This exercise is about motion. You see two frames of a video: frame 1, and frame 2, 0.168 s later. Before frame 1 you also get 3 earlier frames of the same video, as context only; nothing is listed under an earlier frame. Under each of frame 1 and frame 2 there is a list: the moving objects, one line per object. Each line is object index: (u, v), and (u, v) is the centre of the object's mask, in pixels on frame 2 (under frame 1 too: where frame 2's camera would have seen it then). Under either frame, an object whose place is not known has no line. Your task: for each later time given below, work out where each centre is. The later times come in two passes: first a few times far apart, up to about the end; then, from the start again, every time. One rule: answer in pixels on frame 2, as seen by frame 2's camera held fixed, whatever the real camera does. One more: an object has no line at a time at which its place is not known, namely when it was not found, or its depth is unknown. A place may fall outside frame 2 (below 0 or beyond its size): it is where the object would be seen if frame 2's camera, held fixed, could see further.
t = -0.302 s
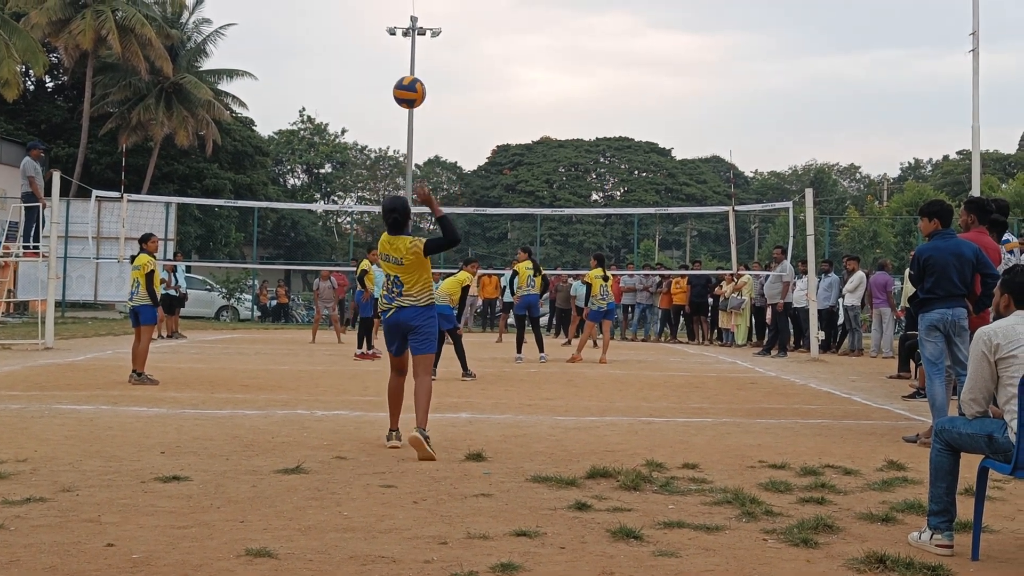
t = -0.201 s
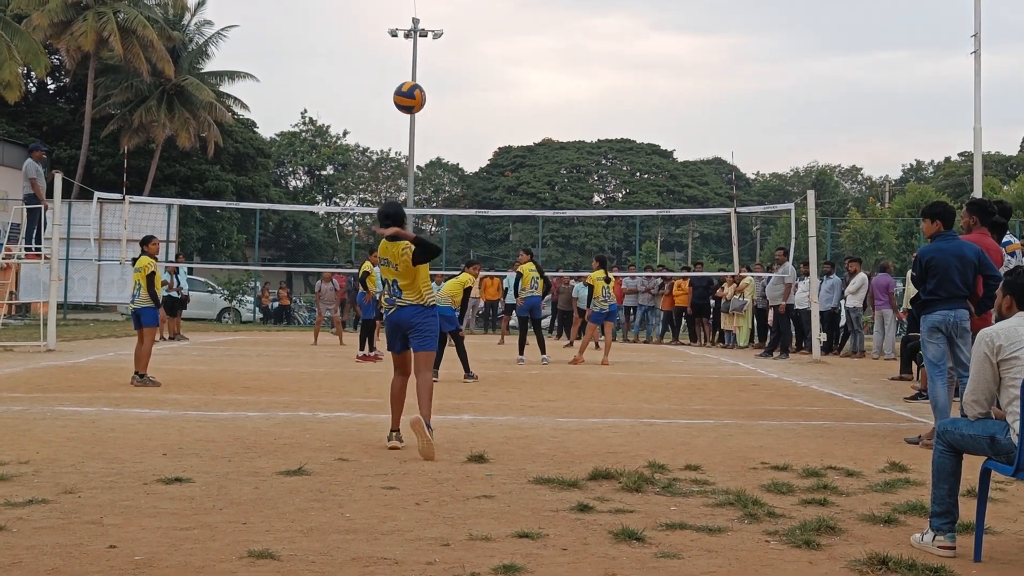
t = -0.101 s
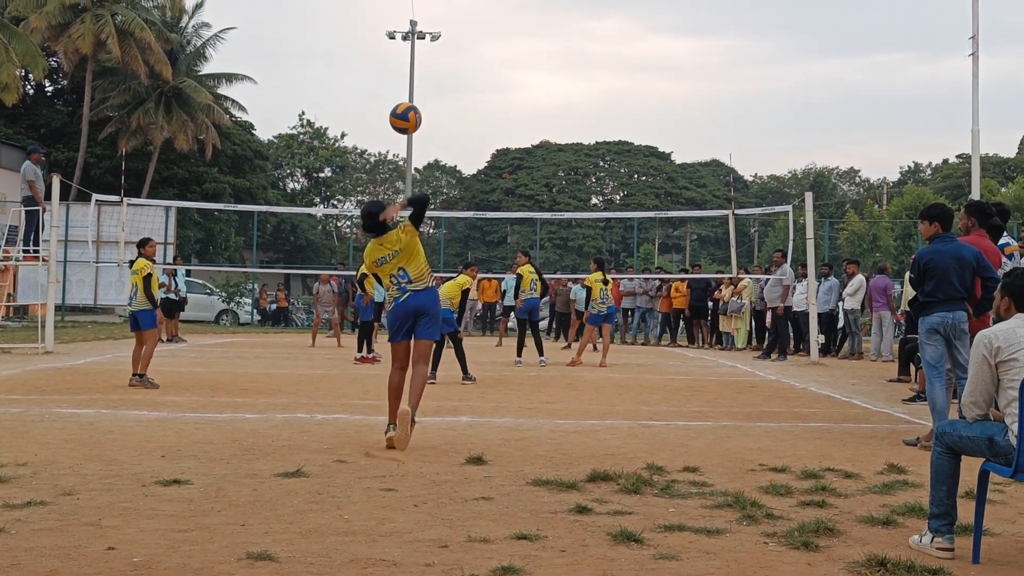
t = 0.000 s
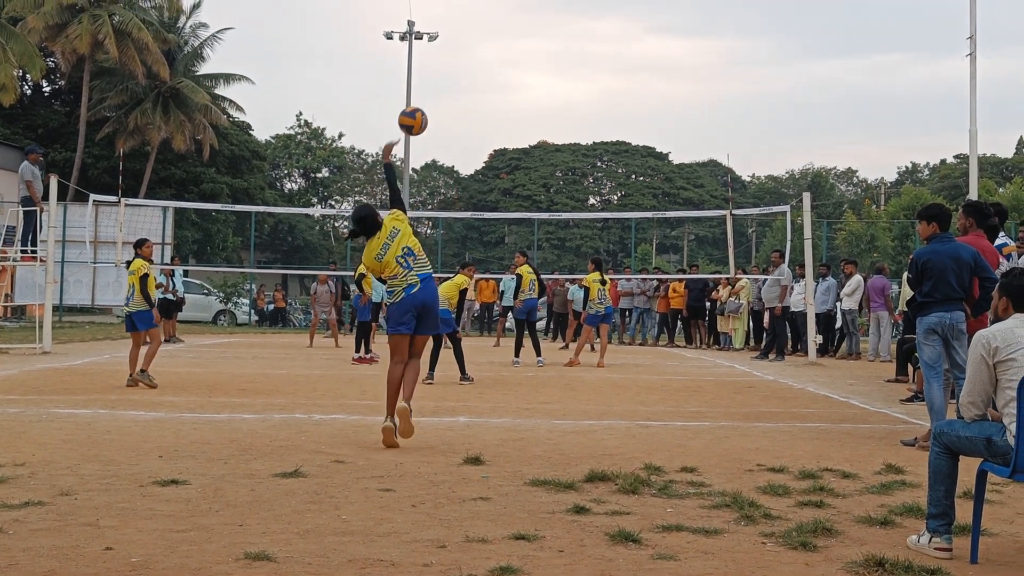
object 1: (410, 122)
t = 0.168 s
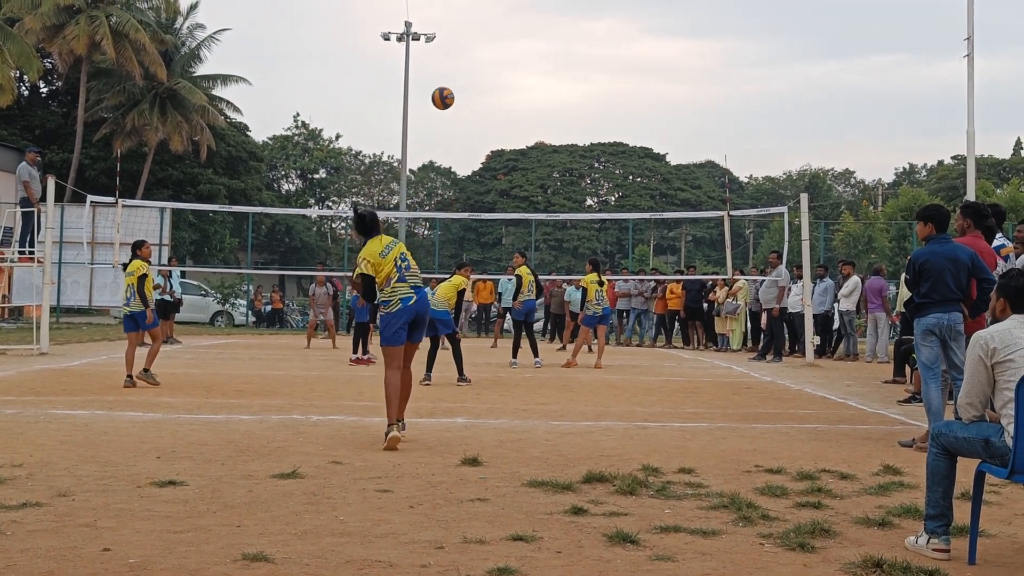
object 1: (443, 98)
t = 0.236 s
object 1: (453, 98)
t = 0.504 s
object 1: (484, 126)
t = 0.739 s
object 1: (498, 172)
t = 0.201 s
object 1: (448, 97)
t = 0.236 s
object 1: (453, 98)
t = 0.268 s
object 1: (458, 99)
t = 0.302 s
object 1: (462, 101)
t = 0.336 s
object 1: (467, 104)
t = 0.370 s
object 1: (471, 107)
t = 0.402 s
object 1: (474, 111)
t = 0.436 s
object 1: (478, 116)
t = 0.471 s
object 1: (481, 120)
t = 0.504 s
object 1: (484, 126)
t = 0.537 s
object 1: (487, 131)
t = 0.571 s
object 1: (490, 137)
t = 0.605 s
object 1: (493, 144)
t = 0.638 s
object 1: (495, 151)
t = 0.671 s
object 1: (497, 157)
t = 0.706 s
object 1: (497, 164)
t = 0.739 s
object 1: (498, 172)
